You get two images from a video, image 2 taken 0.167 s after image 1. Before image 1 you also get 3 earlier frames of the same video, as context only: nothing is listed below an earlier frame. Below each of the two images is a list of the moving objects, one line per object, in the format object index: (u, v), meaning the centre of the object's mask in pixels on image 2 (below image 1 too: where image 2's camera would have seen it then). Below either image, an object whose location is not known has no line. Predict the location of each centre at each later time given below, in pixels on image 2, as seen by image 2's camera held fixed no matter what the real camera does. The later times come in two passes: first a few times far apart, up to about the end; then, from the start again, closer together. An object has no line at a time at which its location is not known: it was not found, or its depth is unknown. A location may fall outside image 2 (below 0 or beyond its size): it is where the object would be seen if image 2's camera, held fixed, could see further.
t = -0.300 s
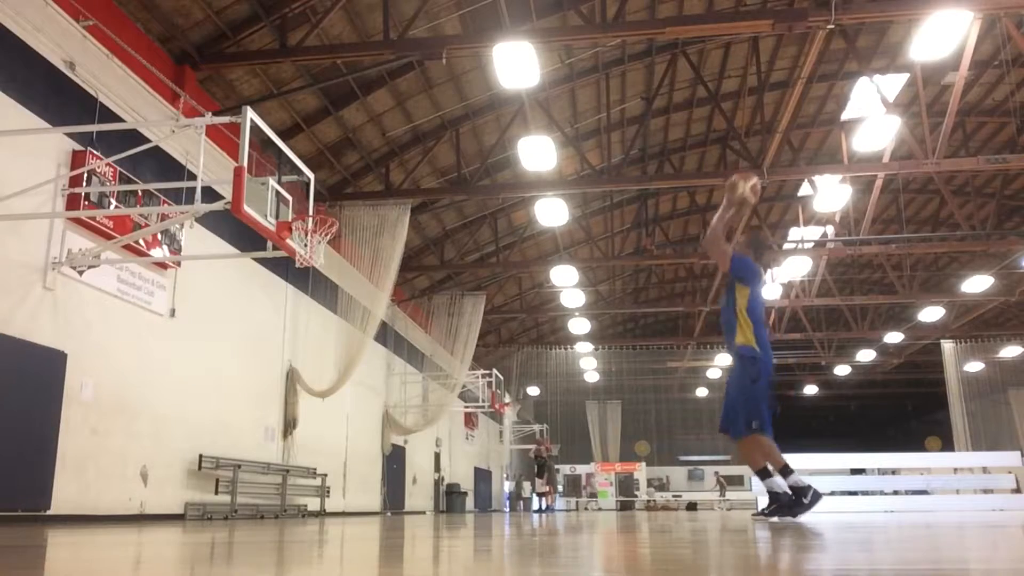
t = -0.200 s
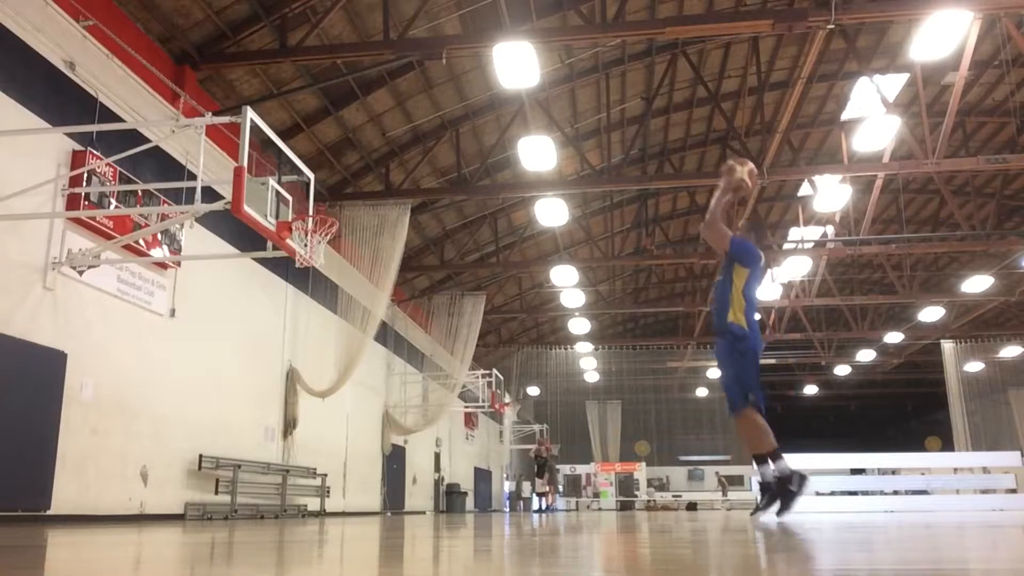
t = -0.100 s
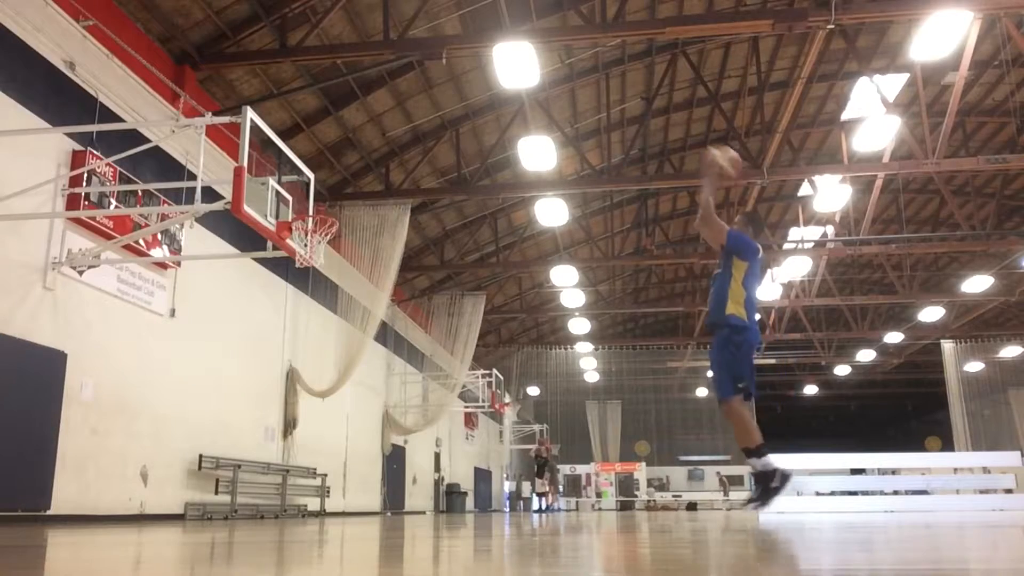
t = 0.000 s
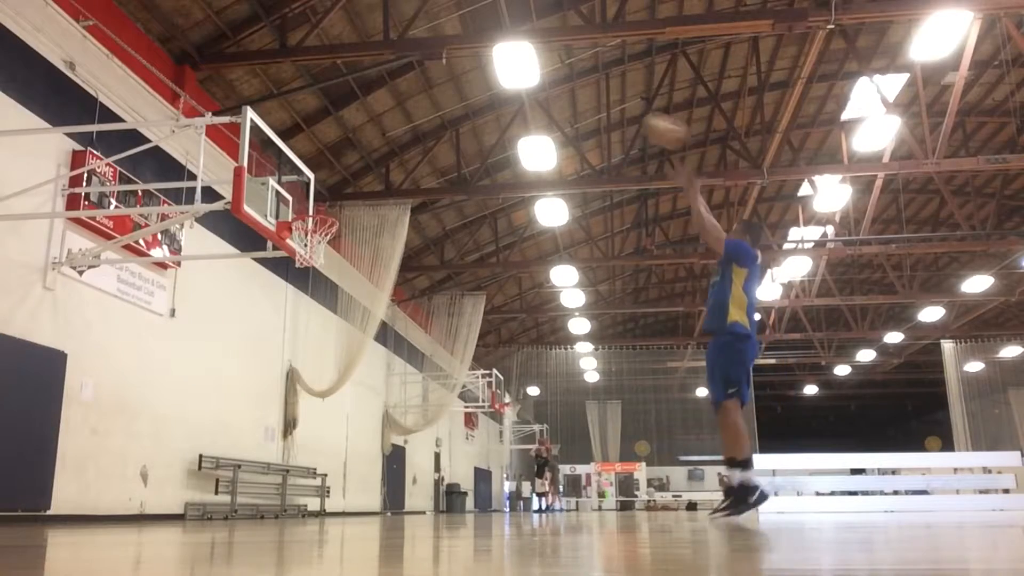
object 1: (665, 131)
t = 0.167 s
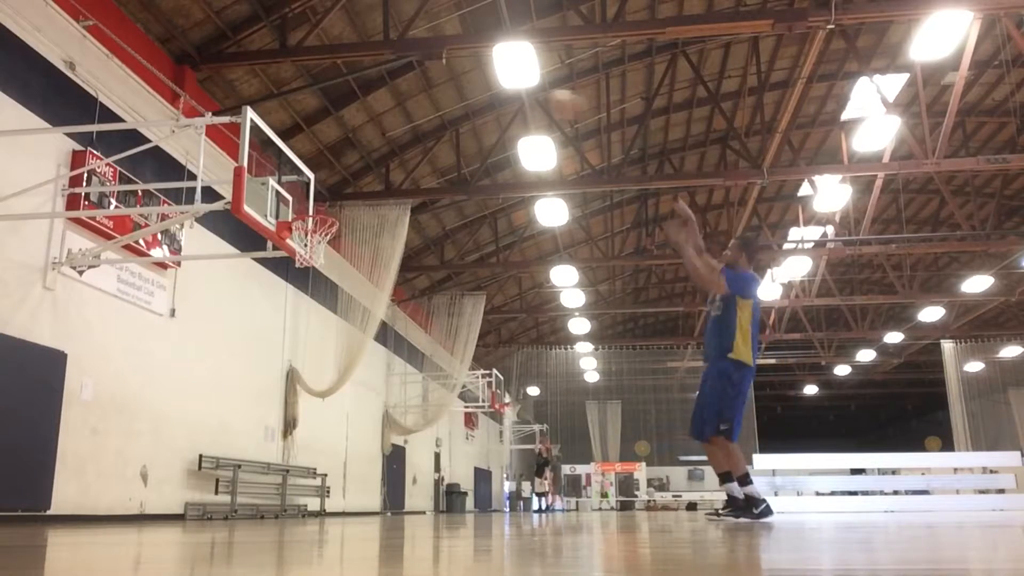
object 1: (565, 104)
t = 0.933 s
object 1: (319, 242)
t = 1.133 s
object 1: (314, 281)
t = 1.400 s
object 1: (297, 404)
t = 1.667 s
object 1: (278, 453)
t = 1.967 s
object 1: (257, 354)
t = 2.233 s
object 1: (237, 340)
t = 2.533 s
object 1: (210, 397)
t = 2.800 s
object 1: (182, 509)
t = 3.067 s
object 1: (176, 423)
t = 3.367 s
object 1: (166, 404)
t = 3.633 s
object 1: (151, 451)
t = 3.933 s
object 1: (138, 473)
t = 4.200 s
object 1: (132, 439)
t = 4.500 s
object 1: (121, 471)
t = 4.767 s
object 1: (111, 483)
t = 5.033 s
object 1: (104, 463)
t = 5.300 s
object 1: (91, 500)
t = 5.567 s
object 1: (85, 480)
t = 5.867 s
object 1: (97, 497)
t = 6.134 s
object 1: (104, 489)
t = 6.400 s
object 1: (104, 505)
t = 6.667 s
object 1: (108, 495)
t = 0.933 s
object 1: (319, 242)
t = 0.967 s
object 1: (319, 246)
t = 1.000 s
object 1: (319, 250)
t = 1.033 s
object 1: (320, 255)
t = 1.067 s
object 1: (317, 266)
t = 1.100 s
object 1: (316, 274)
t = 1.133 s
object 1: (314, 281)
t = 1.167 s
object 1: (312, 295)
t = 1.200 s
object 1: (310, 306)
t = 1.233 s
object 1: (307, 320)
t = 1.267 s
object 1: (304, 335)
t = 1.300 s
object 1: (302, 350)
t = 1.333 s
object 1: (300, 368)
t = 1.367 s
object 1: (297, 384)
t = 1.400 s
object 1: (297, 404)
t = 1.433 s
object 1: (294, 424)
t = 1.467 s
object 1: (294, 445)
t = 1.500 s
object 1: (290, 463)
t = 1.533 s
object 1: (287, 491)
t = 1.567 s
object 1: (284, 507)
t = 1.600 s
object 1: (282, 491)
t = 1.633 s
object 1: (280, 472)
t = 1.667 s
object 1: (278, 453)
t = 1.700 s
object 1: (275, 437)
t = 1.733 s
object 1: (272, 423)
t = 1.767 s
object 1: (271, 408)
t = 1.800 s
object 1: (269, 396)
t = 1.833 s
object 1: (267, 385)
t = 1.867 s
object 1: (265, 376)
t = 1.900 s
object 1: (262, 368)
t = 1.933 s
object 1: (260, 360)
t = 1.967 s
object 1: (257, 354)
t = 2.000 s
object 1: (255, 348)
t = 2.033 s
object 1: (253, 344)
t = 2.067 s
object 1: (251, 341)
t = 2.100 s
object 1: (248, 339)
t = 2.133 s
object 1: (245, 337)
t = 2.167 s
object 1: (243, 337)
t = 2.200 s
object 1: (240, 338)
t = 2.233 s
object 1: (237, 340)
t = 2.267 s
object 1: (235, 342)
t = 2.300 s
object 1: (232, 346)
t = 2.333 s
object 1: (229, 350)
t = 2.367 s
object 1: (226, 356)
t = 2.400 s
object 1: (223, 362)
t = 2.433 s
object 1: (220, 370)
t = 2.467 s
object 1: (216, 378)
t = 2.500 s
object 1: (214, 387)
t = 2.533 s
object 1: (210, 397)
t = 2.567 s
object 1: (207, 409)
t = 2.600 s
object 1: (204, 420)
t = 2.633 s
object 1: (200, 433)
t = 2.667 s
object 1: (196, 447)
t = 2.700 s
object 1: (193, 464)
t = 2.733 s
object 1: (189, 479)
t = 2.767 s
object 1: (185, 495)
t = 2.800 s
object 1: (182, 509)
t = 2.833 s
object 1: (182, 497)
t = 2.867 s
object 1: (181, 483)
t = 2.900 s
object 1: (181, 470)
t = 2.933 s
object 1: (179, 459)
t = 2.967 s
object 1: (179, 448)
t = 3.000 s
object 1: (178, 439)
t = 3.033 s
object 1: (177, 431)
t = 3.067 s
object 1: (176, 423)
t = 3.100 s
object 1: (175, 417)
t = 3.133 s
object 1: (175, 412)
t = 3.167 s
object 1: (174, 408)
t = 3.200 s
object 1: (173, 405)
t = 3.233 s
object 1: (171, 403)
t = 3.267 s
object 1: (170, 402)
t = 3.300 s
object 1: (169, 402)
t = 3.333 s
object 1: (167, 403)
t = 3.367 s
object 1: (166, 404)
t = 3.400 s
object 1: (164, 407)
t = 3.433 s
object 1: (163, 410)
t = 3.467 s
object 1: (161, 415)
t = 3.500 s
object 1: (159, 420)
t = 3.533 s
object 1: (157, 426)
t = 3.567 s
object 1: (155, 433)
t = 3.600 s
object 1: (153, 441)
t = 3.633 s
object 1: (151, 451)
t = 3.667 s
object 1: (148, 460)
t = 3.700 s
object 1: (146, 472)
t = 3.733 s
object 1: (144, 483)
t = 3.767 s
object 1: (141, 497)
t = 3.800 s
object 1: (139, 511)
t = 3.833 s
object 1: (138, 502)
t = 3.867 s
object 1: (138, 492)
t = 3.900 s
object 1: (138, 482)
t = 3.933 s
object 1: (138, 473)
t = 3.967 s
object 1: (137, 466)
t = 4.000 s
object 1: (136, 459)
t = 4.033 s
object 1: (136, 453)
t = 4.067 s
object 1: (136, 448)
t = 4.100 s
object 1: (135, 445)
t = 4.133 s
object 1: (134, 442)
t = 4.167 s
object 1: (133, 440)
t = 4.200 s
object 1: (132, 439)
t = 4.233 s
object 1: (132, 439)
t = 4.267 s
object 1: (130, 440)
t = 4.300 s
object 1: (129, 442)
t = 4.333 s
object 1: (128, 444)
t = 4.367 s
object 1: (127, 448)
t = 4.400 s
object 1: (125, 452)
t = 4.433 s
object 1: (124, 457)
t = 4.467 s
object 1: (122, 464)
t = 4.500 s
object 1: (121, 471)
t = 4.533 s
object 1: (119, 479)
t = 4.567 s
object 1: (117, 488)
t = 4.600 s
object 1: (115, 499)
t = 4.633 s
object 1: (113, 508)
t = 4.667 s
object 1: (112, 506)
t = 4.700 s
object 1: (112, 498)
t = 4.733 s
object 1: (111, 490)
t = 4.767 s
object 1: (111, 483)
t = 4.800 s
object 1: (110, 477)
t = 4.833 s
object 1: (109, 472)
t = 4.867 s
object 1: (109, 468)
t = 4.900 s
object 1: (108, 465)
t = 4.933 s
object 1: (107, 463)
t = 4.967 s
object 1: (106, 462)
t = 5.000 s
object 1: (105, 462)
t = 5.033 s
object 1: (104, 463)
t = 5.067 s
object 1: (102, 464)
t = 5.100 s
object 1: (101, 467)
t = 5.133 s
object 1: (100, 470)
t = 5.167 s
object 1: (98, 474)
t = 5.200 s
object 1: (97, 479)
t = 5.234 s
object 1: (95, 485)
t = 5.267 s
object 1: (93, 492)
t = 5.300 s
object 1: (91, 500)
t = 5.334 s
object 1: (89, 509)
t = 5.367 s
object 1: (88, 509)
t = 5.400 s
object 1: (88, 502)
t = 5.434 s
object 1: (88, 495)
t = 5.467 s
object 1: (87, 490)
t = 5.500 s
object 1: (87, 486)
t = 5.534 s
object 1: (86, 482)
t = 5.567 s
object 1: (85, 480)
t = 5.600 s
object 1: (86, 479)
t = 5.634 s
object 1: (87, 478)
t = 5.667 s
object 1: (89, 478)
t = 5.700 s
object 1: (91, 479)
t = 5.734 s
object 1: (93, 481)
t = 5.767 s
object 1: (94, 484)
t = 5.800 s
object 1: (95, 487)
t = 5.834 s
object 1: (96, 492)
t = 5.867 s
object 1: (97, 497)
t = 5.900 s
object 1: (98, 503)
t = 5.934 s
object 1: (99, 511)
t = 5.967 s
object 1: (100, 510)
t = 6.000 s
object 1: (101, 503)
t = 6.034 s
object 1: (102, 498)
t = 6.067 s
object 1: (102, 494)
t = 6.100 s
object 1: (103, 491)
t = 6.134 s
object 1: (104, 489)
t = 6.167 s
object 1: (104, 488)
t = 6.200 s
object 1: (104, 488)
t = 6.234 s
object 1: (104, 488)
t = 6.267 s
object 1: (104, 490)
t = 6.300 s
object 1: (105, 492)
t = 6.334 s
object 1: (104, 496)
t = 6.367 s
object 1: (104, 500)
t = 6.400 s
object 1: (104, 505)
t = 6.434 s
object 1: (104, 511)
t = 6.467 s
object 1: (104, 510)
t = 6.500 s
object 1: (106, 504)
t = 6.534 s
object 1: (106, 501)
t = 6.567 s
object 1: (107, 498)
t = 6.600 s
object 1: (108, 496)
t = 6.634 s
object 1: (108, 496)
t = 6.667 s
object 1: (108, 495)
